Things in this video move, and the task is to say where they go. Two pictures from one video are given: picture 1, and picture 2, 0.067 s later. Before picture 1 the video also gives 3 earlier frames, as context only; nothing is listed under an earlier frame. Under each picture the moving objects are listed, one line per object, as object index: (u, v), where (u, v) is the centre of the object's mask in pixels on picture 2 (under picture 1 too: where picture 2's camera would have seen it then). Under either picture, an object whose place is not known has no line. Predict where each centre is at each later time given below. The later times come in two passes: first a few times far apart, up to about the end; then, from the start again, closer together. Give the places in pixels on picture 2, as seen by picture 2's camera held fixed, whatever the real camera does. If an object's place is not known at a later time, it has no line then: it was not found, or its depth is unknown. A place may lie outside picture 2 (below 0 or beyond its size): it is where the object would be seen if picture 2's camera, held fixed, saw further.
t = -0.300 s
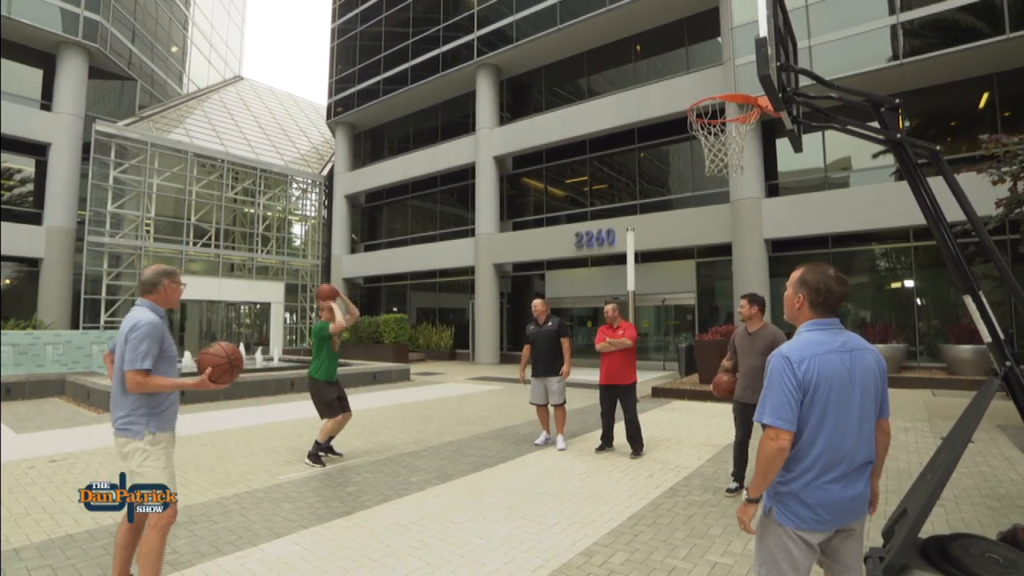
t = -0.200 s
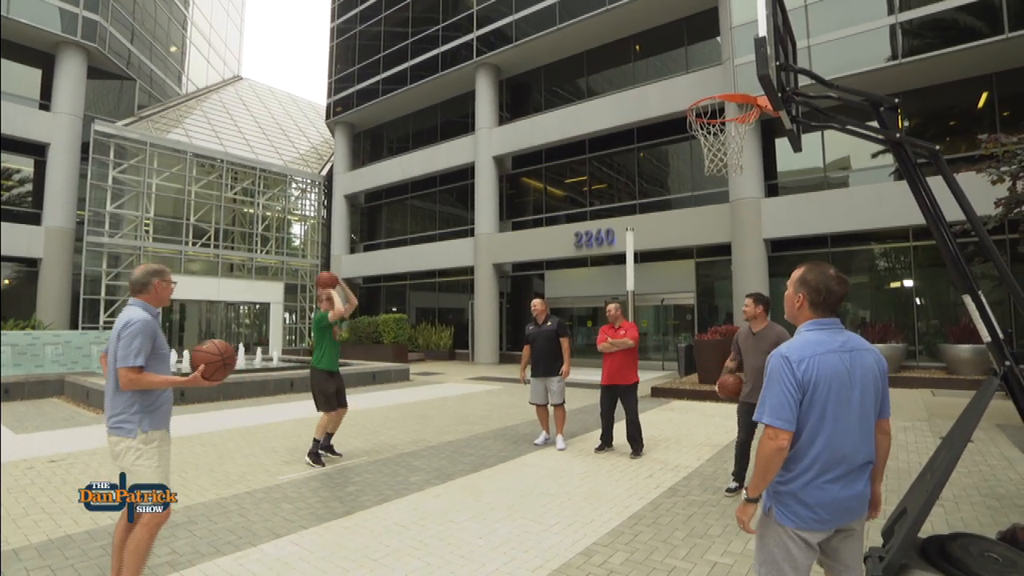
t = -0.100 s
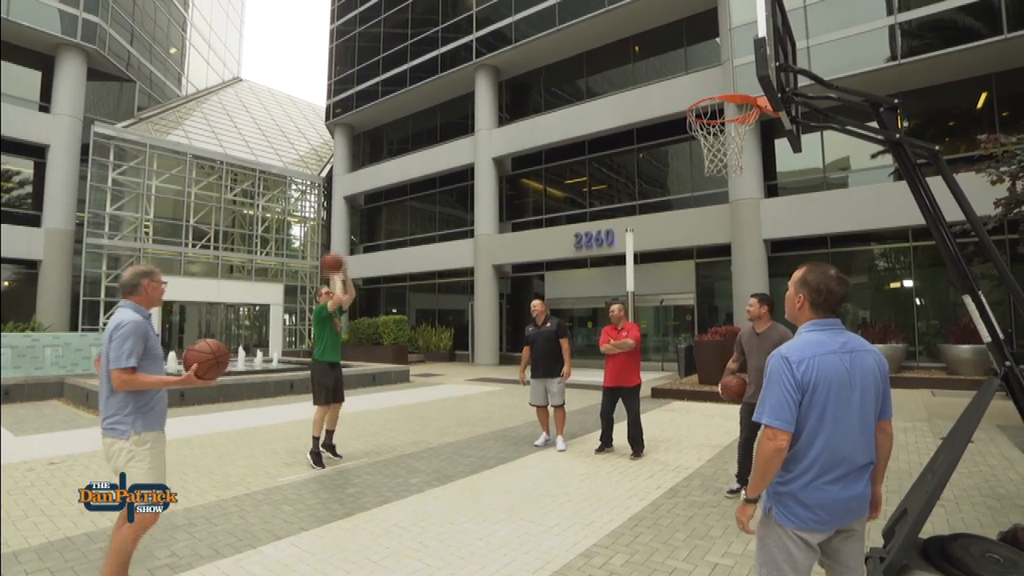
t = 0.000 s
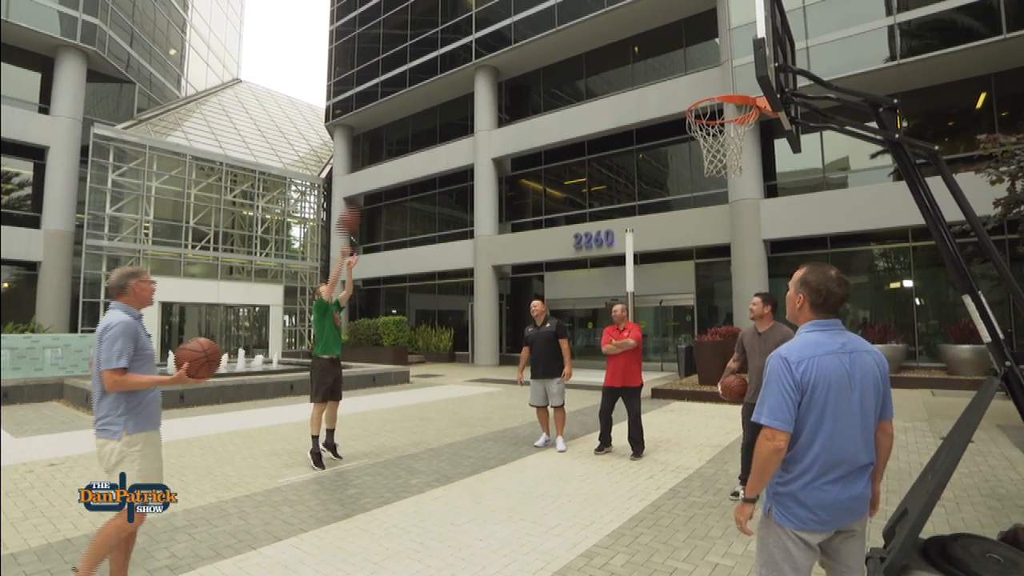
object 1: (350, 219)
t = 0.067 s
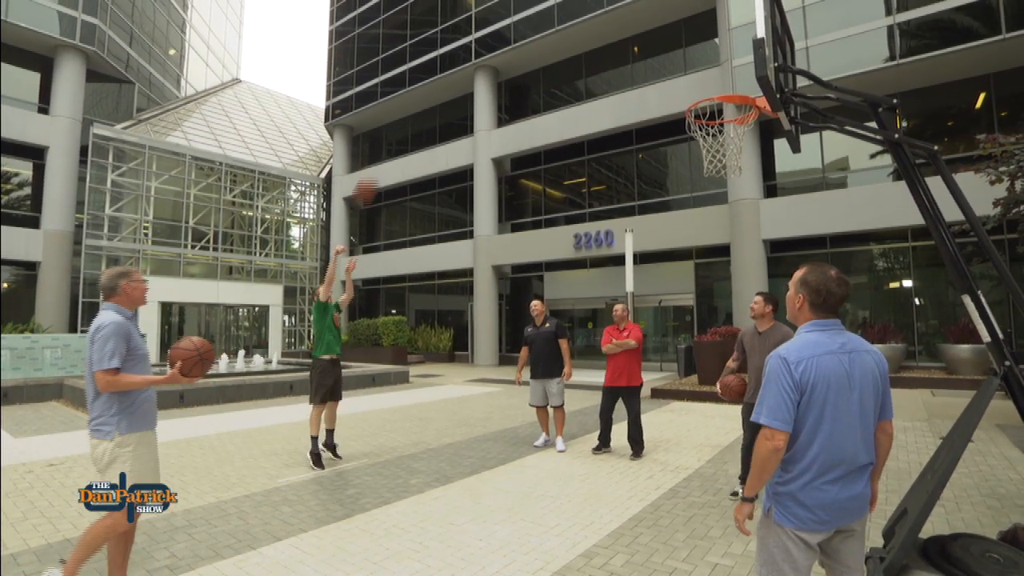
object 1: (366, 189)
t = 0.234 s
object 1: (411, 125)
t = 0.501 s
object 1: (499, 60)
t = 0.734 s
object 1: (594, 55)
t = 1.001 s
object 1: (673, 77)
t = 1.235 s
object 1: (655, 78)
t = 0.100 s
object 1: (375, 174)
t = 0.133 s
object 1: (384, 158)
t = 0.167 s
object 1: (393, 146)
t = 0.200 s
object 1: (401, 136)
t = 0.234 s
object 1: (411, 125)
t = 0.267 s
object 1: (422, 114)
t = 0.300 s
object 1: (431, 103)
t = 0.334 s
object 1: (443, 93)
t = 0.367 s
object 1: (453, 85)
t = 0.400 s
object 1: (464, 78)
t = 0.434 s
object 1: (475, 70)
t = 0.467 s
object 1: (487, 65)
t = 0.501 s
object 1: (499, 60)
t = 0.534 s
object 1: (511, 56)
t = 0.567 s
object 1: (524, 52)
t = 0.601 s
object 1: (536, 51)
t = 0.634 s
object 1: (550, 50)
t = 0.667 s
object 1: (563, 50)
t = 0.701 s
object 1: (579, 52)
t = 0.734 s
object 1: (594, 55)
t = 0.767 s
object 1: (608, 58)
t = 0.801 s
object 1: (624, 64)
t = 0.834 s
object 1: (641, 71)
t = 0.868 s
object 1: (658, 80)
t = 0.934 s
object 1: (678, 88)
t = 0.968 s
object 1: (676, 82)
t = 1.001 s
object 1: (673, 77)
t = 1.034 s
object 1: (671, 72)
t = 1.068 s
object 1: (668, 70)
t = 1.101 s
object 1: (665, 68)
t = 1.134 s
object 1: (663, 68)
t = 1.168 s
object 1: (660, 70)
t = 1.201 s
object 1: (658, 73)
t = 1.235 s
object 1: (655, 78)
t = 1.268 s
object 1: (653, 84)
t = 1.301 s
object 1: (650, 92)
